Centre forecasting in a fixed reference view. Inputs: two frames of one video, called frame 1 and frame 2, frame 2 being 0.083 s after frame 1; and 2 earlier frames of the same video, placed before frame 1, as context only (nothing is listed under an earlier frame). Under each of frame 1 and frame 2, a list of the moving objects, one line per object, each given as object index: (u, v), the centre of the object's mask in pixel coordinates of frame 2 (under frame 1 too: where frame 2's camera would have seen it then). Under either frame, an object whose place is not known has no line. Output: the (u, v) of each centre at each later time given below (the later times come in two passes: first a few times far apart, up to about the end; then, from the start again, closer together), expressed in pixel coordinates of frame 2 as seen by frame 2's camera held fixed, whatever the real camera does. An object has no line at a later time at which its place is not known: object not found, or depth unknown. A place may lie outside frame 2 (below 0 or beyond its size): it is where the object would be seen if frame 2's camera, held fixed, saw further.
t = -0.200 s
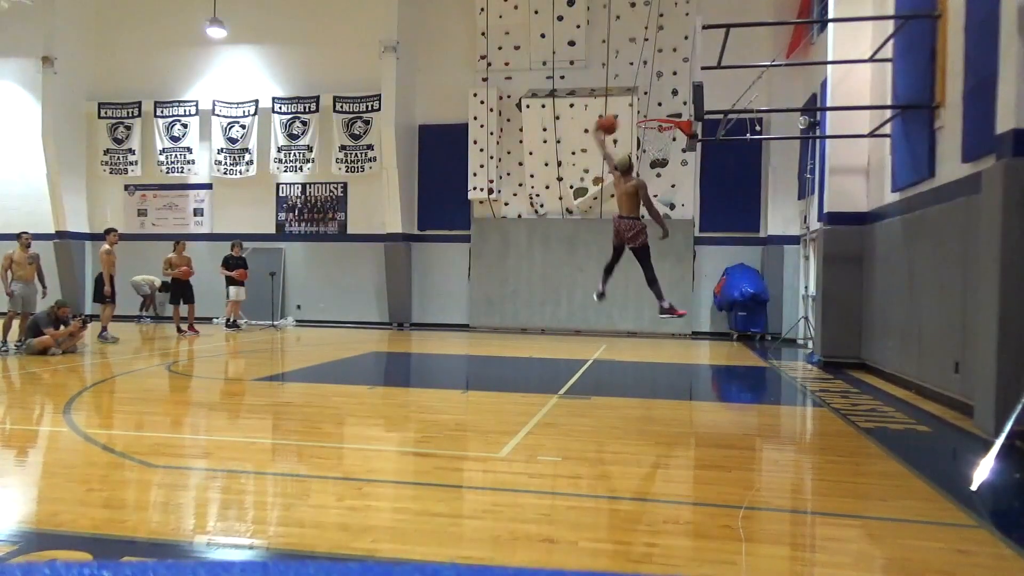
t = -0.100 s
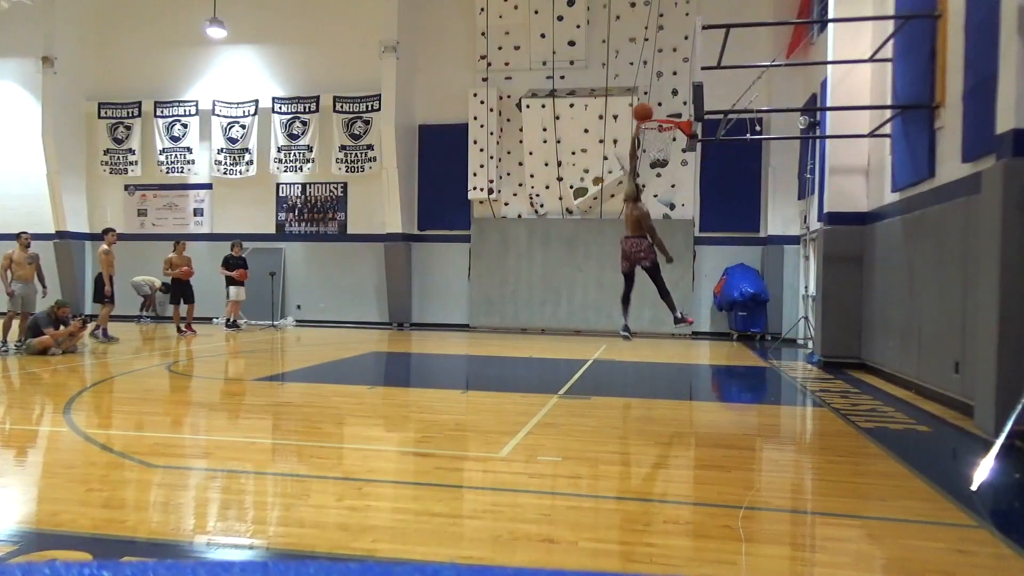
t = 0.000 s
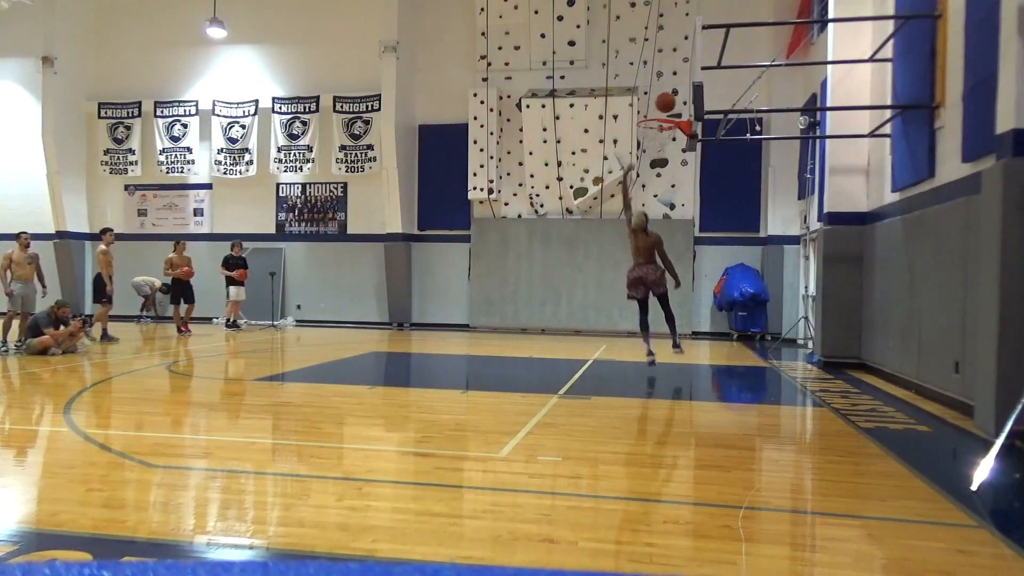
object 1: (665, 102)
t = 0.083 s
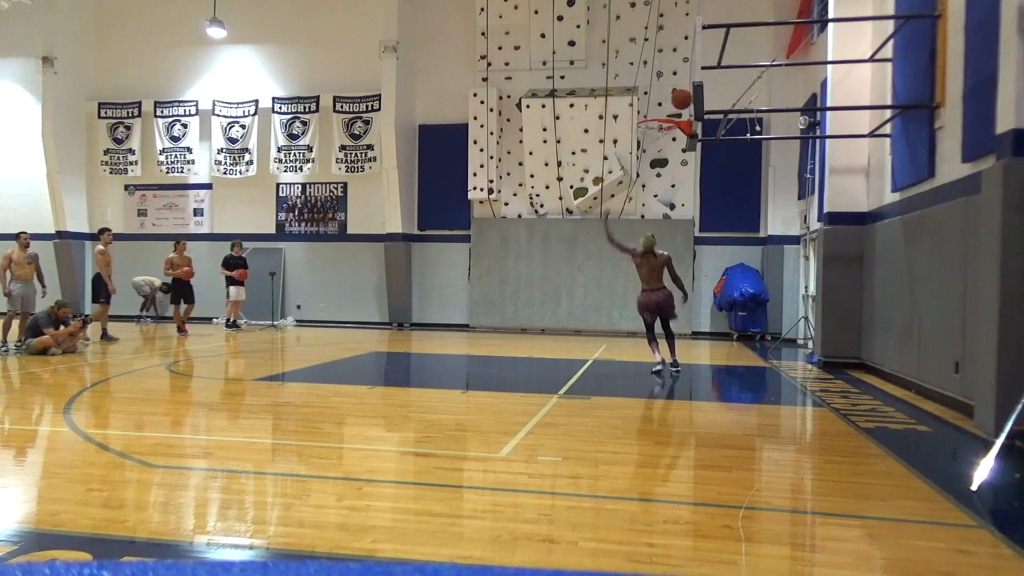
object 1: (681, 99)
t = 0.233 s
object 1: (653, 102)
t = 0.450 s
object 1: (611, 140)
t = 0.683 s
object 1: (565, 229)
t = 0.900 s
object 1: (519, 358)
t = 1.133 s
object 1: (493, 277)
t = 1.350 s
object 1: (471, 215)
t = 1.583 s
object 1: (444, 194)
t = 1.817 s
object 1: (417, 224)
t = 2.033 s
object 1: (389, 301)
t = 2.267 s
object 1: (360, 344)
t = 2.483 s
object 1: (333, 279)
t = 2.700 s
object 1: (306, 260)
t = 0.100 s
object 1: (678, 99)
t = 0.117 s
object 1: (675, 98)
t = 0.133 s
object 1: (672, 98)
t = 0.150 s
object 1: (669, 98)
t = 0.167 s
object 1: (666, 99)
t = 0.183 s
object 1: (663, 99)
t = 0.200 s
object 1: (660, 100)
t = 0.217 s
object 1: (657, 101)
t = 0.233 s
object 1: (653, 102)
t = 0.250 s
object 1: (650, 104)
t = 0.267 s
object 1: (648, 105)
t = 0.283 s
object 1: (644, 108)
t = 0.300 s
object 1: (641, 110)
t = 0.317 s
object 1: (638, 112)
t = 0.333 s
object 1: (635, 114)
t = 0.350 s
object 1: (631, 118)
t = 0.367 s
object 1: (628, 121)
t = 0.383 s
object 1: (624, 124)
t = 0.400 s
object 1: (621, 128)
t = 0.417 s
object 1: (618, 132)
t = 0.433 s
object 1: (615, 136)
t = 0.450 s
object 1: (611, 140)
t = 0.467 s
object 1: (608, 145)
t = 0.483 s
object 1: (605, 150)
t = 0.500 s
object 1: (602, 155)
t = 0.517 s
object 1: (598, 161)
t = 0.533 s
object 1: (595, 166)
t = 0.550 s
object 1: (591, 173)
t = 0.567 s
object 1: (588, 178)
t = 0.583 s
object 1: (585, 184)
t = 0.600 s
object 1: (581, 191)
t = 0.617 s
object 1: (578, 198)
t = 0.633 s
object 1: (574, 206)
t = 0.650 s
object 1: (571, 214)
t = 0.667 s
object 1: (568, 221)
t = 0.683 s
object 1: (565, 229)
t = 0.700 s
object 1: (561, 237)
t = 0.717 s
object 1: (558, 246)
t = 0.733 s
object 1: (554, 255)
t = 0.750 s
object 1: (551, 264)
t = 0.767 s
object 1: (547, 274)
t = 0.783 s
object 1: (544, 283)
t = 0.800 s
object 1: (540, 293)
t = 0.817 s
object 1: (537, 304)
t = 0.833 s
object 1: (533, 313)
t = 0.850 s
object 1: (530, 324)
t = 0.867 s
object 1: (526, 335)
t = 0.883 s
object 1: (522, 345)
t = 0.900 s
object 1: (519, 358)
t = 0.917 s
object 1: (516, 369)
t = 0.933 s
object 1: (513, 368)
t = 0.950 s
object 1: (511, 360)
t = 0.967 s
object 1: (510, 351)
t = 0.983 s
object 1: (508, 343)
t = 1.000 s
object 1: (506, 335)
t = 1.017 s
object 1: (505, 327)
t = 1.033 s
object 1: (503, 319)
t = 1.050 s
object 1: (502, 311)
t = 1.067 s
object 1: (500, 304)
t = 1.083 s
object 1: (498, 297)
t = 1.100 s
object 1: (497, 290)
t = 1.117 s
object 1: (495, 283)
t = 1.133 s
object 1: (493, 277)
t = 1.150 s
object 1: (492, 271)
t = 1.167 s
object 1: (490, 265)
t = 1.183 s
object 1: (488, 259)
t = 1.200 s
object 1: (486, 254)
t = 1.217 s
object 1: (485, 249)
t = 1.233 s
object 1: (483, 243)
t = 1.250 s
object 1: (481, 239)
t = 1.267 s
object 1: (480, 234)
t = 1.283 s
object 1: (478, 230)
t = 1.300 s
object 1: (476, 226)
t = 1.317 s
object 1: (474, 221)
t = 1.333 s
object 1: (472, 218)
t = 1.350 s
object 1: (471, 215)
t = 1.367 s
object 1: (469, 211)
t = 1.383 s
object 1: (467, 209)
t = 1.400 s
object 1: (465, 206)
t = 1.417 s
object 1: (463, 204)
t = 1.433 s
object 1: (461, 201)
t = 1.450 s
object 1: (459, 200)
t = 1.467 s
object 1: (458, 198)
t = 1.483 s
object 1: (456, 197)
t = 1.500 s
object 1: (454, 196)
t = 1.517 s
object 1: (453, 195)
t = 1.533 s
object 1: (451, 195)
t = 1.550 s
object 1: (449, 194)
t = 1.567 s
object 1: (447, 194)
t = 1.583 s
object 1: (444, 194)
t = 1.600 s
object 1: (443, 195)
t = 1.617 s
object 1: (441, 195)
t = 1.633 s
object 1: (439, 196)
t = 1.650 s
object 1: (437, 198)
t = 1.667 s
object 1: (435, 199)
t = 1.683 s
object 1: (433, 201)
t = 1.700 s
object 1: (431, 203)
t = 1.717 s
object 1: (429, 205)
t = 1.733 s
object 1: (427, 208)
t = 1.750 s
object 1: (425, 210)
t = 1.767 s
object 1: (423, 213)
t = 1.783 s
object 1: (421, 217)
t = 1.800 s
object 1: (419, 220)
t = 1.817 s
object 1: (417, 224)
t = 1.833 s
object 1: (415, 229)
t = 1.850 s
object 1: (412, 233)
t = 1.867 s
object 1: (411, 237)
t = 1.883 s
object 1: (408, 243)
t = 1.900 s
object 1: (406, 248)
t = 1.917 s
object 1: (404, 253)
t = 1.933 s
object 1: (402, 260)
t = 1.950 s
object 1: (400, 265)
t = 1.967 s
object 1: (398, 272)
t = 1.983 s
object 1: (396, 279)
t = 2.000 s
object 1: (394, 286)
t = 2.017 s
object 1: (391, 293)
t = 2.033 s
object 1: (389, 301)
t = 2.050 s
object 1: (387, 309)
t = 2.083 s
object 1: (382, 326)
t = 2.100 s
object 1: (380, 334)
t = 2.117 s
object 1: (378, 343)
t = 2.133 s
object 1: (376, 353)
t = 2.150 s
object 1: (374, 363)
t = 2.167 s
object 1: (372, 373)
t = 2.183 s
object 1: (370, 379)
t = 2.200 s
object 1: (368, 373)
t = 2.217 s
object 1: (366, 365)
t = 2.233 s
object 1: (364, 358)
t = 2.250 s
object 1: (362, 350)
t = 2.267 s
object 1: (360, 344)
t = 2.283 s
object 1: (358, 337)
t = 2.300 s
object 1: (356, 331)
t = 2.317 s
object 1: (354, 325)
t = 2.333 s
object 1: (352, 319)
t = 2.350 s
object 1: (350, 313)
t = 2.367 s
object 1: (348, 308)
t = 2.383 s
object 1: (346, 303)
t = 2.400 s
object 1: (344, 299)
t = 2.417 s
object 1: (342, 294)
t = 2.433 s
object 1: (340, 290)
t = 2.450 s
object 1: (338, 286)
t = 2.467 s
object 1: (336, 283)
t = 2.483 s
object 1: (333, 279)
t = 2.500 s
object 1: (332, 276)
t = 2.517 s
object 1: (329, 273)
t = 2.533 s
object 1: (327, 270)
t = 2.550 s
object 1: (325, 268)
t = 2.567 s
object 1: (323, 266)
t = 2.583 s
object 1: (321, 264)
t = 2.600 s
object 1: (319, 263)
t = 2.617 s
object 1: (317, 262)
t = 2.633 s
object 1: (314, 261)
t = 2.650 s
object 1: (312, 260)
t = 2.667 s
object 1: (310, 260)
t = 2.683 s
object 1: (308, 260)
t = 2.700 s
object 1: (306, 260)
